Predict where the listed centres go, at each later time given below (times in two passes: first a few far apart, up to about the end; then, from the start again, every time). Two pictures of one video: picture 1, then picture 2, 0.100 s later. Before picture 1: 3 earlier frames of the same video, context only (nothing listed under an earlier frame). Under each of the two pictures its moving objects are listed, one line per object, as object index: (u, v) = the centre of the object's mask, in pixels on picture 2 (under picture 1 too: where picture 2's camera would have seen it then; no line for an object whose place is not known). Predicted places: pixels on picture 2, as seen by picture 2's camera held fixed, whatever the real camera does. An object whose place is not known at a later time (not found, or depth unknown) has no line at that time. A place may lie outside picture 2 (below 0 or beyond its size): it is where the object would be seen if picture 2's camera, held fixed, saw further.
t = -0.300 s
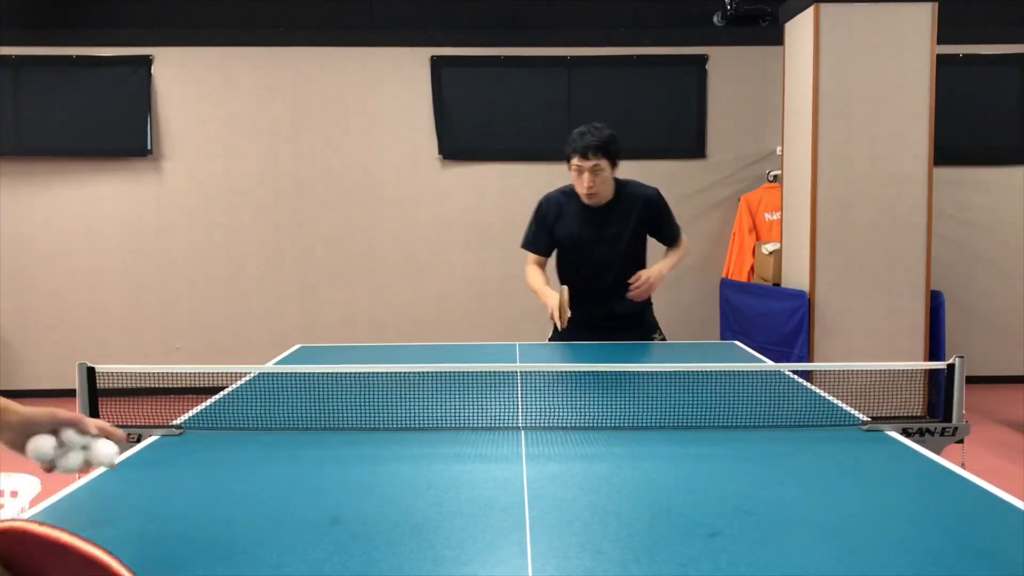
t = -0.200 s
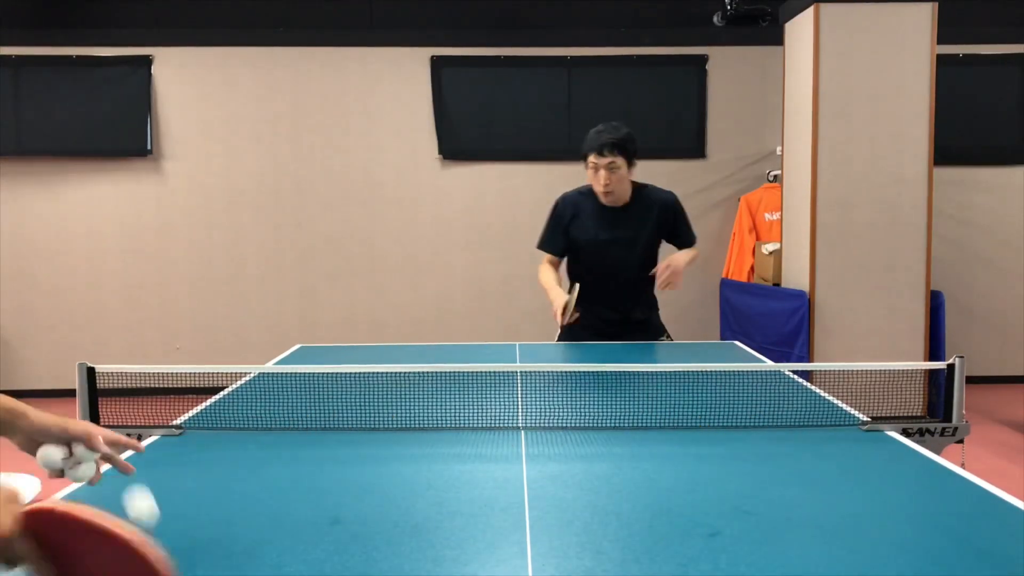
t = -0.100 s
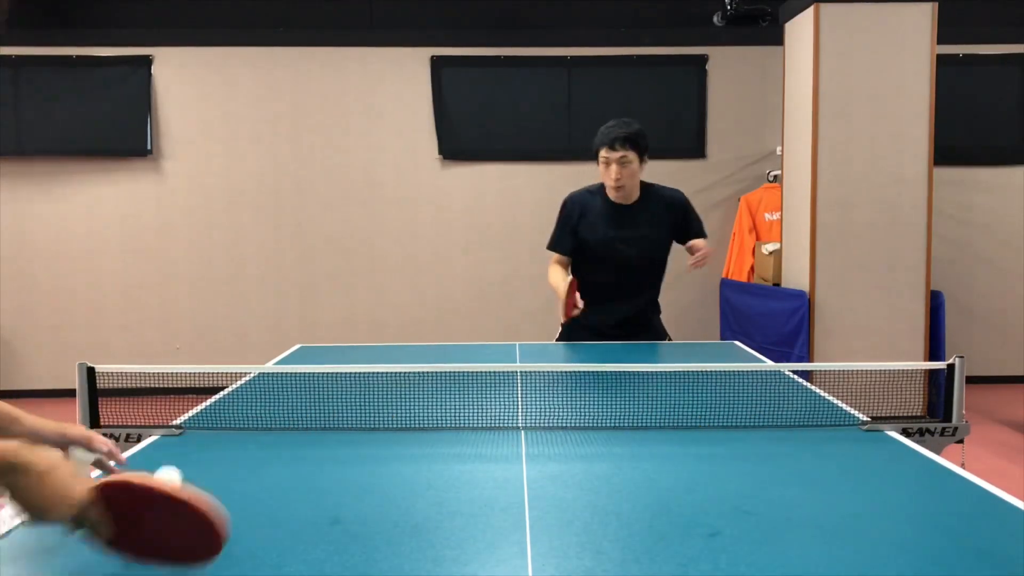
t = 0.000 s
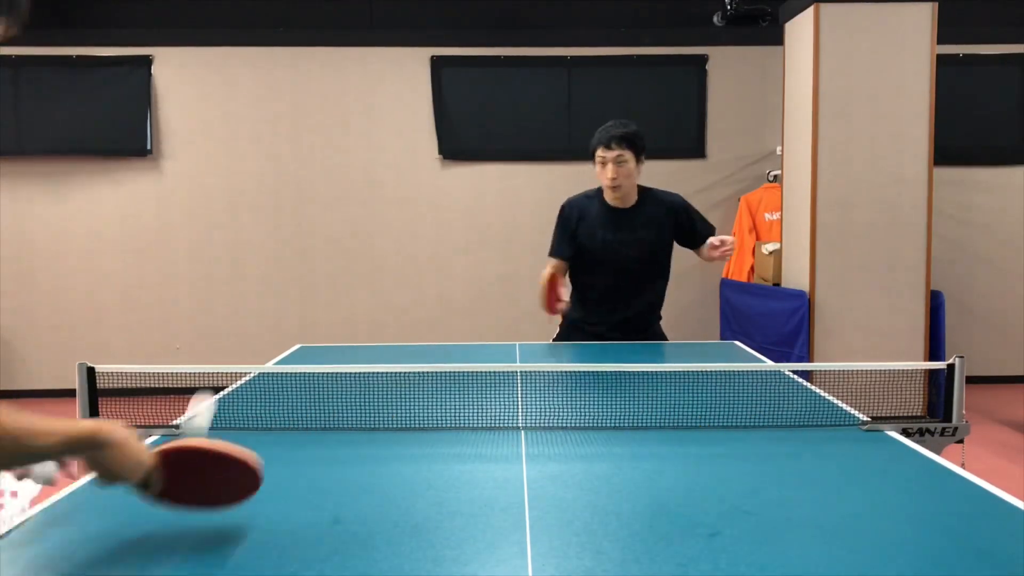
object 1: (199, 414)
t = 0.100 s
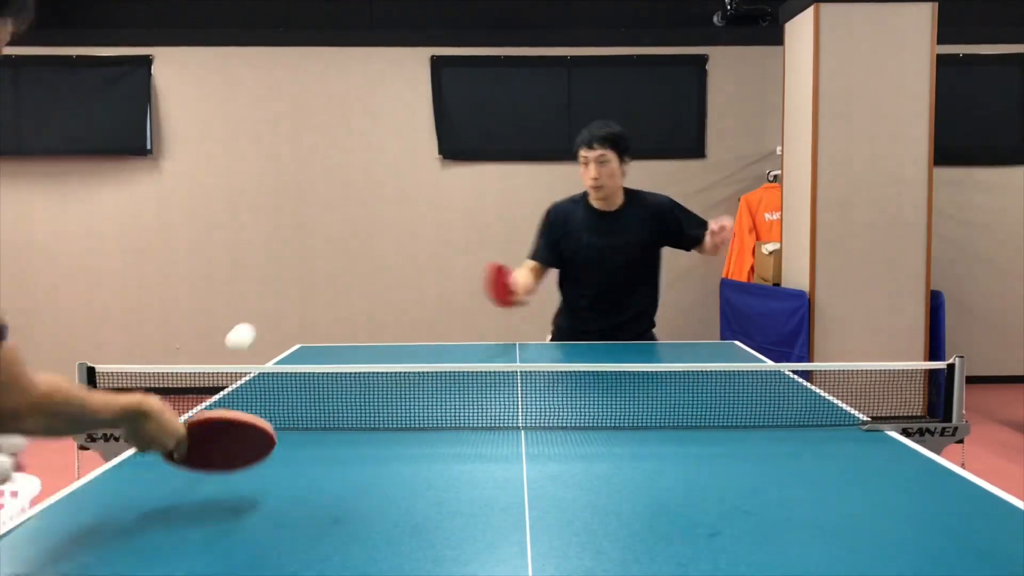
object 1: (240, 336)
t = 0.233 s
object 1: (280, 333)
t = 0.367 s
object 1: (310, 385)
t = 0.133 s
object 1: (251, 327)
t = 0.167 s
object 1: (261, 324)
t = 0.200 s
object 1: (271, 327)
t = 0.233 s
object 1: (280, 333)
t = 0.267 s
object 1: (289, 343)
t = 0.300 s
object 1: (297, 358)
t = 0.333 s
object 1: (304, 378)
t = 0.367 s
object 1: (310, 385)
